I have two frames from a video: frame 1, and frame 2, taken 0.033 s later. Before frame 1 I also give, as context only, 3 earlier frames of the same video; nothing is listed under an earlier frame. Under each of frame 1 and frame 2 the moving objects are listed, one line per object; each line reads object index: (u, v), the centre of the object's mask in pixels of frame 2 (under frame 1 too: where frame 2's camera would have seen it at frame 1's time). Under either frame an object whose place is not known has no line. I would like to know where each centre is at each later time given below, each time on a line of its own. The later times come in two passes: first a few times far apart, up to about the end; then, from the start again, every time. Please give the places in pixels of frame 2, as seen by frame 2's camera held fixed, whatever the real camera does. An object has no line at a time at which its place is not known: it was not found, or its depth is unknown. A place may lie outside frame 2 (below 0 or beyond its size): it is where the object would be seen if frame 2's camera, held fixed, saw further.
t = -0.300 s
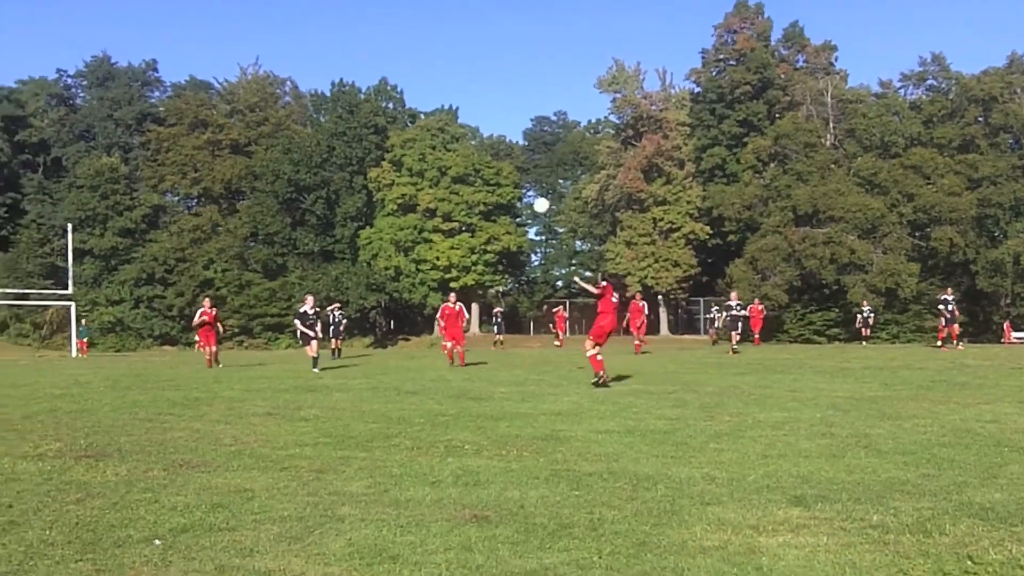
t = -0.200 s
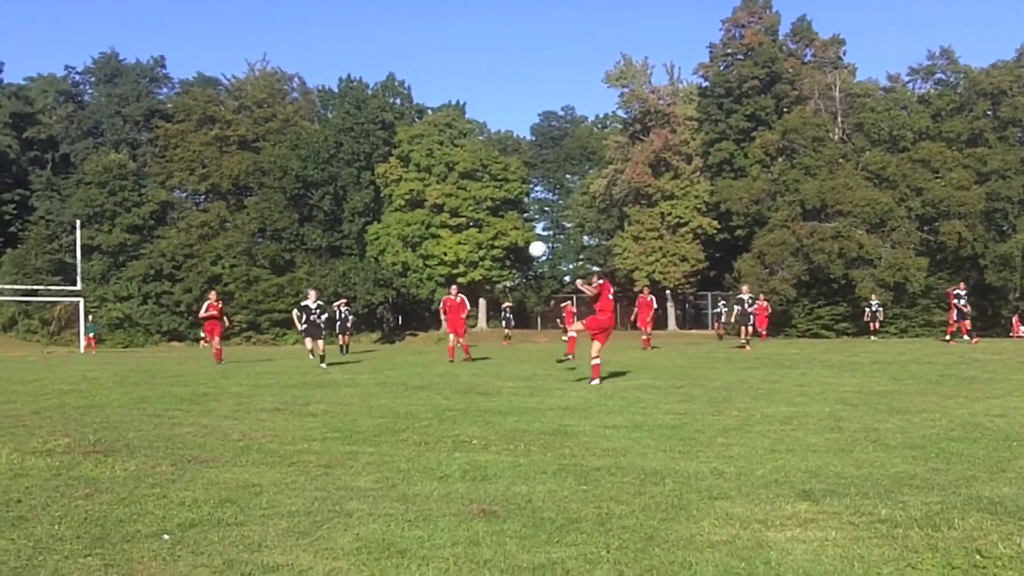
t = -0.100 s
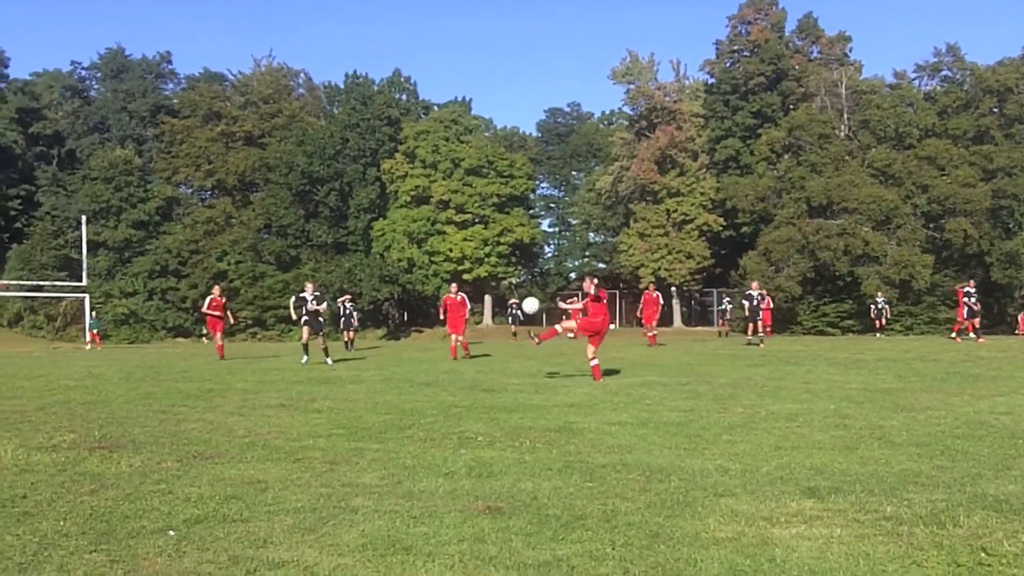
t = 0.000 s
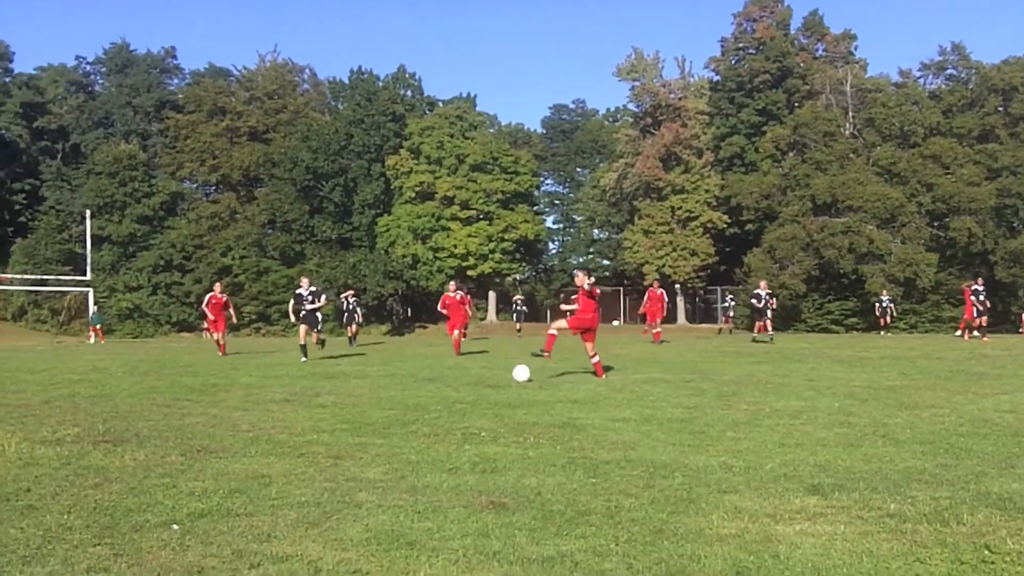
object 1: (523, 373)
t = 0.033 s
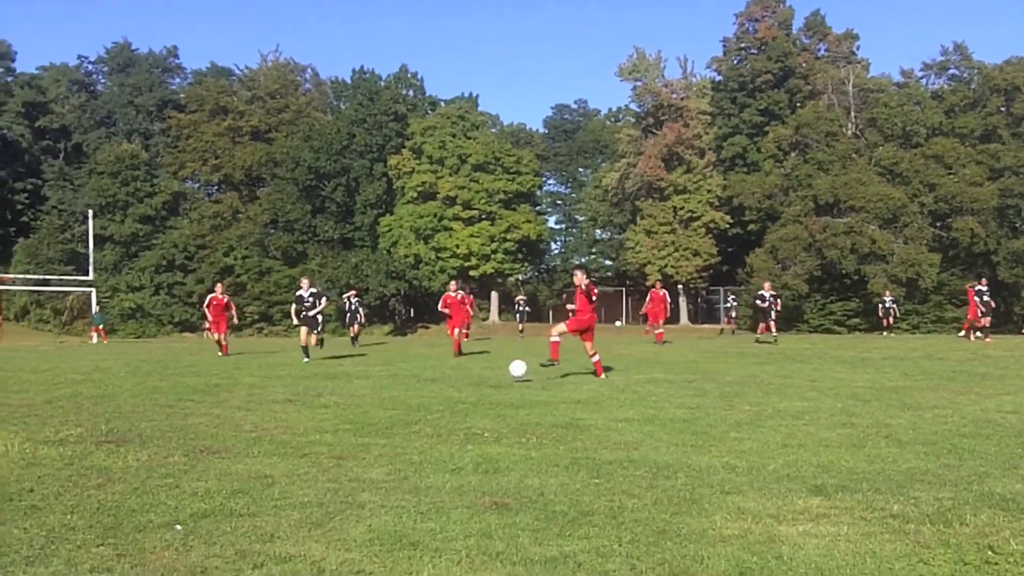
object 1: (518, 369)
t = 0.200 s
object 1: (484, 293)
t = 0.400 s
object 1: (442, 231)
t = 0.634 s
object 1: (390, 199)
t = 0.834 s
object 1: (344, 209)
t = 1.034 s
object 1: (297, 254)
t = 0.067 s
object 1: (512, 351)
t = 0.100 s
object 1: (505, 335)
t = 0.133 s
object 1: (498, 320)
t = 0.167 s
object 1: (491, 306)
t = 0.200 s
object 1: (484, 293)
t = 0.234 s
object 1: (478, 281)
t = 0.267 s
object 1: (470, 269)
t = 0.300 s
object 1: (463, 257)
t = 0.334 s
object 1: (456, 248)
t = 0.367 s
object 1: (449, 239)
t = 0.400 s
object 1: (442, 231)
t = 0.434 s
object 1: (435, 223)
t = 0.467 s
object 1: (428, 217)
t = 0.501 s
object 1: (421, 211)
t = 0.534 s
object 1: (413, 207)
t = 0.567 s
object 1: (405, 203)
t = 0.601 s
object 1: (399, 200)
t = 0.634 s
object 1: (390, 199)
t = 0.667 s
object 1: (383, 198)
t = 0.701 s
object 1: (375, 198)
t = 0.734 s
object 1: (368, 199)
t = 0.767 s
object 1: (360, 202)
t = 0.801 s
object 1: (352, 205)
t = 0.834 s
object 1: (344, 209)
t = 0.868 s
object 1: (340, 211)
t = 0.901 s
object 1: (332, 217)
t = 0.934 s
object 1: (323, 225)
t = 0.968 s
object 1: (315, 233)
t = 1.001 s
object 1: (306, 243)
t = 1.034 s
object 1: (297, 254)
